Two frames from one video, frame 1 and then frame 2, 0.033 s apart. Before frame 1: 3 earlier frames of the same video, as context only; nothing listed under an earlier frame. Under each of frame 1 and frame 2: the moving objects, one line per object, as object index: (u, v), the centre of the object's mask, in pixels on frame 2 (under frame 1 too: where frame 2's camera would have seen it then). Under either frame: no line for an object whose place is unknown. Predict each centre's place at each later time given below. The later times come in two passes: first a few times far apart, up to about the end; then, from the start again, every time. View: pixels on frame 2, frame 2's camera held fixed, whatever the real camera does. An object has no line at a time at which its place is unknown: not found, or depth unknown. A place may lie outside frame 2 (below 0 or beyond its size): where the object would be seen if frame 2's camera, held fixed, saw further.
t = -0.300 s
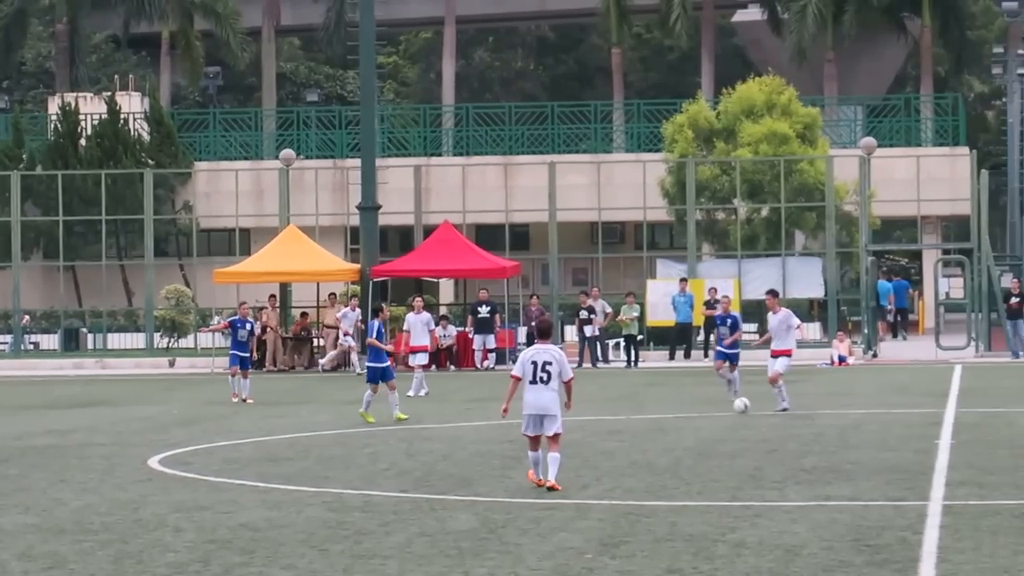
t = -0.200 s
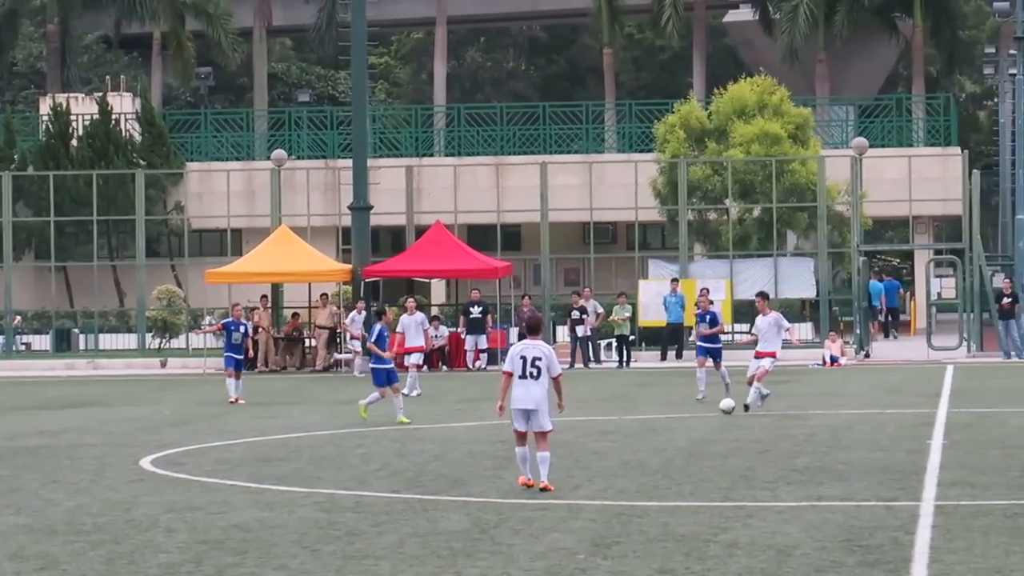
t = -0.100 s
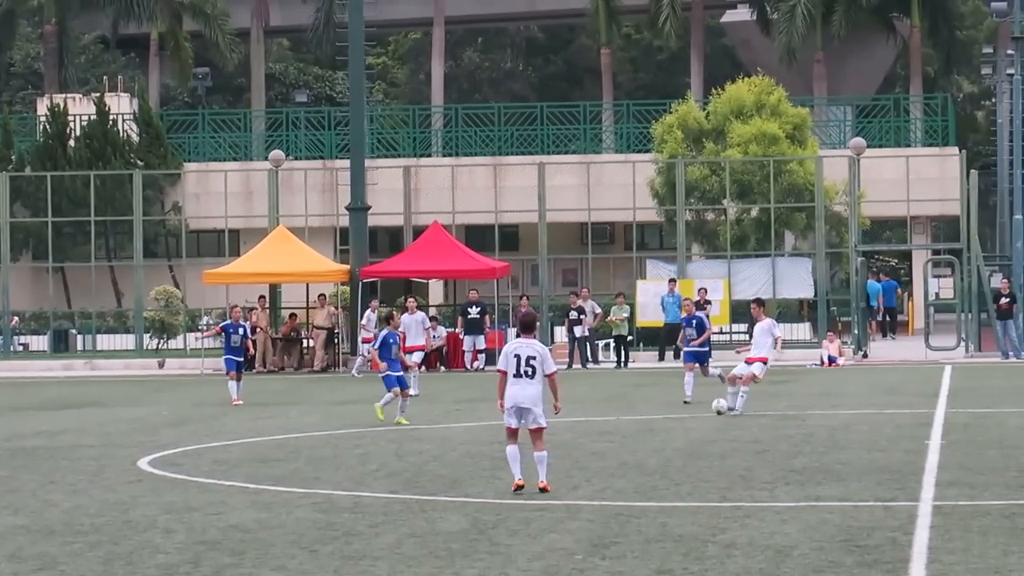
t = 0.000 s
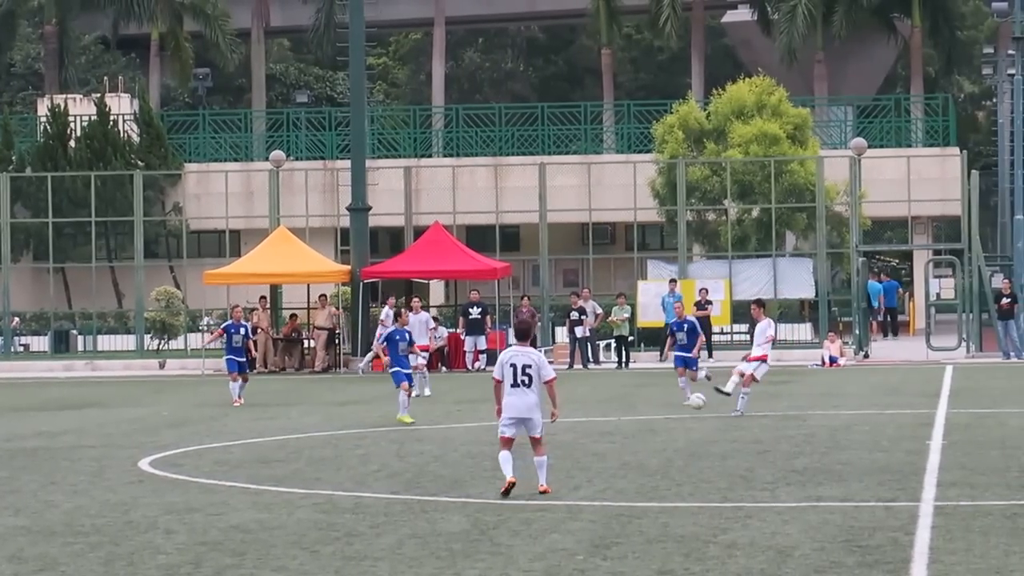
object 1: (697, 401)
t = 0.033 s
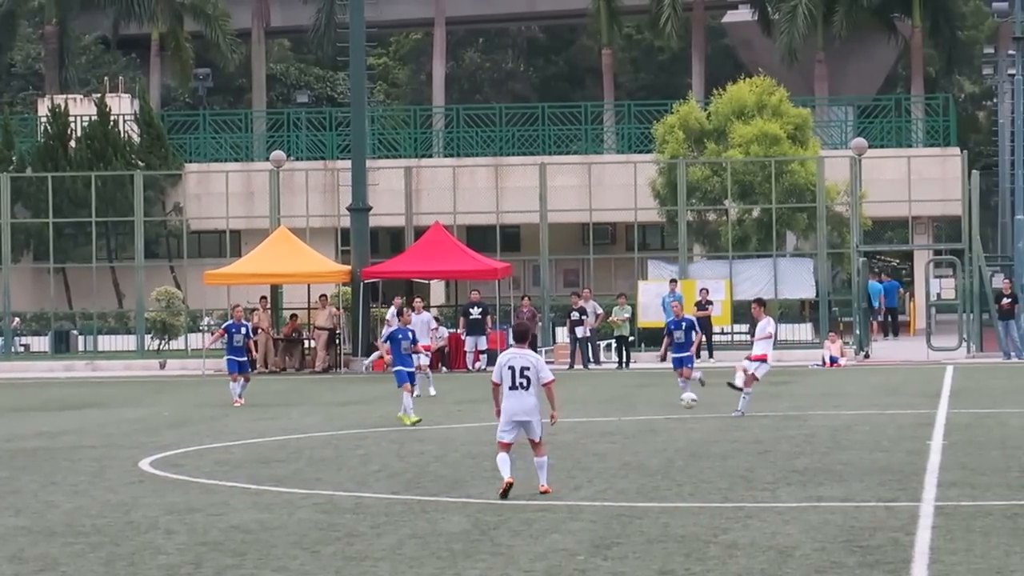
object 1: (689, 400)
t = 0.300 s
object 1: (620, 430)
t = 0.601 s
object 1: (560, 439)
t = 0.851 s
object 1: (520, 442)
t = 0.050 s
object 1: (684, 399)
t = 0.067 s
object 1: (680, 400)
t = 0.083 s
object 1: (675, 400)
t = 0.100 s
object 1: (671, 401)
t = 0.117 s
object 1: (667, 401)
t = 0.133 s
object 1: (663, 403)
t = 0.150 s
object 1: (658, 404)
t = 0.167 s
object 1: (654, 406)
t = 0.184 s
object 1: (649, 408)
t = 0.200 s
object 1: (645, 410)
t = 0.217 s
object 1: (640, 413)
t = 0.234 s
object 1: (636, 415)
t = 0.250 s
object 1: (632, 419)
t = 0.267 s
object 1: (628, 422)
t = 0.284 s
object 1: (624, 426)
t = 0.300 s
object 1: (620, 430)
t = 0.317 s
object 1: (616, 428)
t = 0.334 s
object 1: (614, 427)
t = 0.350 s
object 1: (610, 426)
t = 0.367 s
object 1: (606, 424)
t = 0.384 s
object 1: (603, 424)
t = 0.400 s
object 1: (600, 423)
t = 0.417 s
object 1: (597, 422)
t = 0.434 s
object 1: (594, 423)
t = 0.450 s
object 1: (591, 423)
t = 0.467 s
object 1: (587, 424)
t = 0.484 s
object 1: (584, 424)
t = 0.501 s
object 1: (580, 426)
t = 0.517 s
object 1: (577, 427)
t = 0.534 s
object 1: (573, 428)
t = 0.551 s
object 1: (570, 431)
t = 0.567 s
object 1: (567, 433)
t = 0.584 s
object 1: (563, 435)
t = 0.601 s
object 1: (560, 439)
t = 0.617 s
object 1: (557, 442)
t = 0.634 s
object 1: (553, 446)
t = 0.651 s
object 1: (550, 448)
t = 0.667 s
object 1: (548, 447)
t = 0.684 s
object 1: (546, 445)
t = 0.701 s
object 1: (543, 443)
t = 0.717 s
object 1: (540, 442)
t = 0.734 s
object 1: (538, 441)
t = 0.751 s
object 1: (535, 440)
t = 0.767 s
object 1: (533, 440)
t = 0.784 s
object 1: (530, 440)
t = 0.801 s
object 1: (527, 440)
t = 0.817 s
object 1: (525, 441)
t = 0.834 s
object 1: (523, 441)
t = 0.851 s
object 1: (520, 442)
